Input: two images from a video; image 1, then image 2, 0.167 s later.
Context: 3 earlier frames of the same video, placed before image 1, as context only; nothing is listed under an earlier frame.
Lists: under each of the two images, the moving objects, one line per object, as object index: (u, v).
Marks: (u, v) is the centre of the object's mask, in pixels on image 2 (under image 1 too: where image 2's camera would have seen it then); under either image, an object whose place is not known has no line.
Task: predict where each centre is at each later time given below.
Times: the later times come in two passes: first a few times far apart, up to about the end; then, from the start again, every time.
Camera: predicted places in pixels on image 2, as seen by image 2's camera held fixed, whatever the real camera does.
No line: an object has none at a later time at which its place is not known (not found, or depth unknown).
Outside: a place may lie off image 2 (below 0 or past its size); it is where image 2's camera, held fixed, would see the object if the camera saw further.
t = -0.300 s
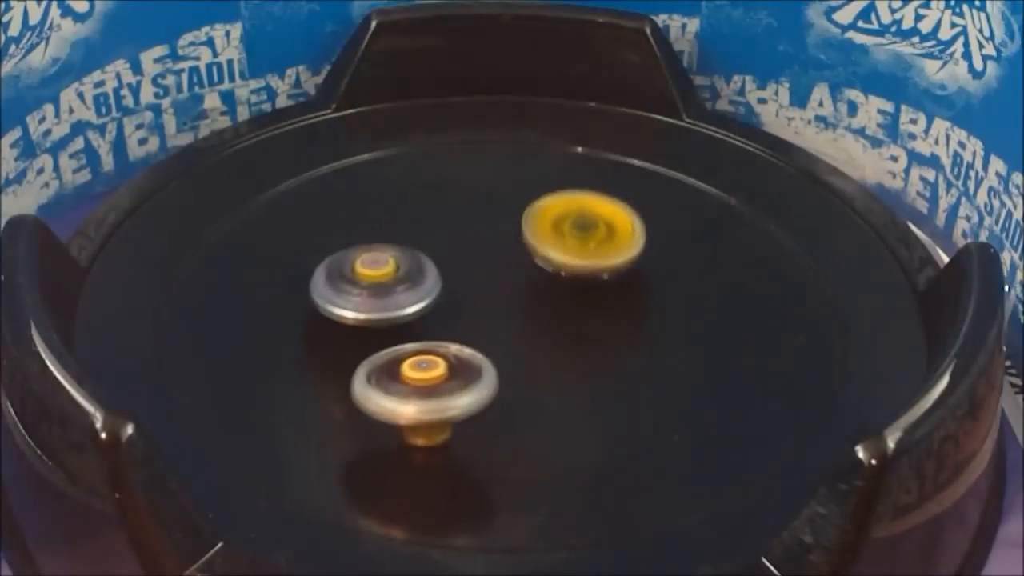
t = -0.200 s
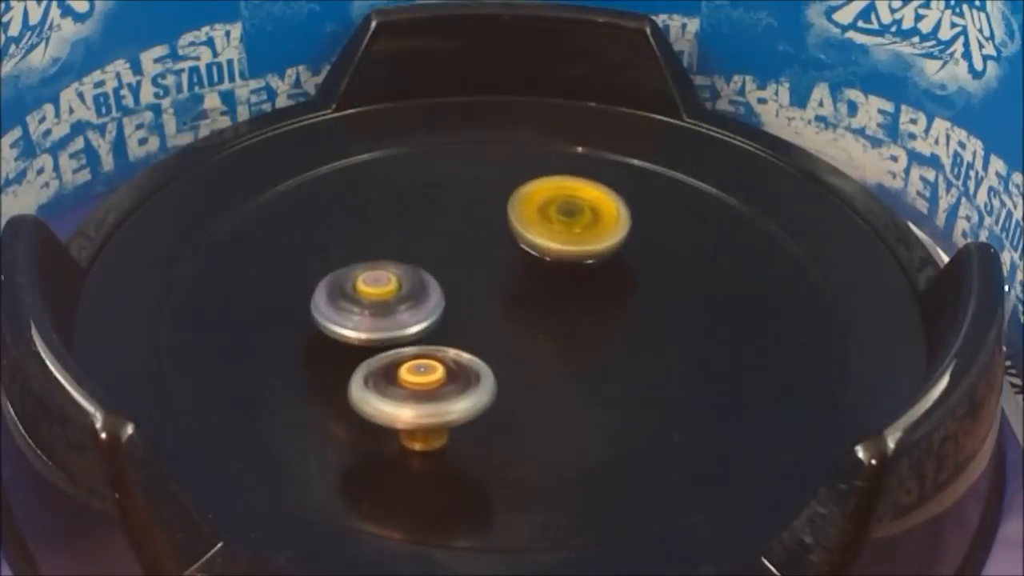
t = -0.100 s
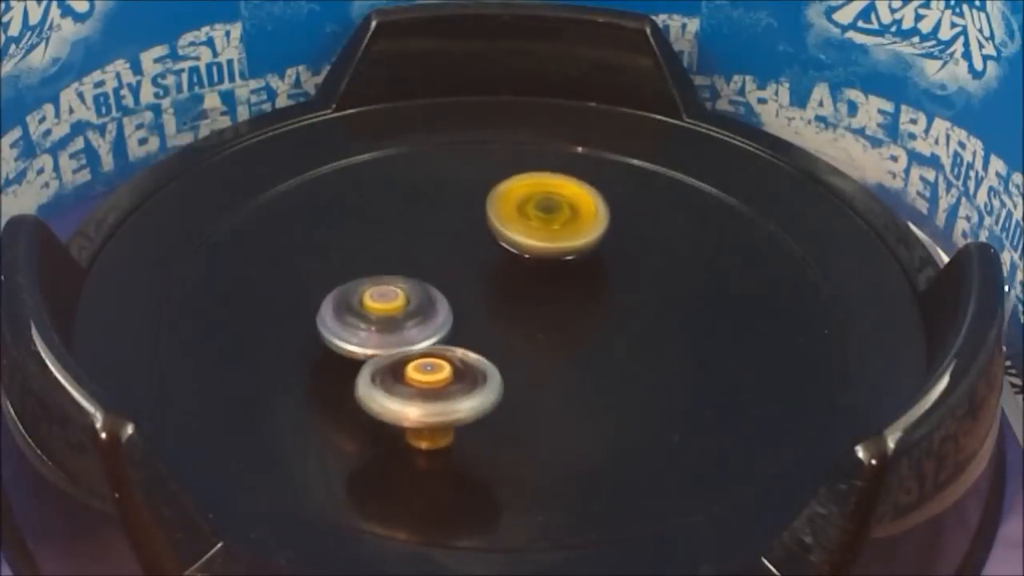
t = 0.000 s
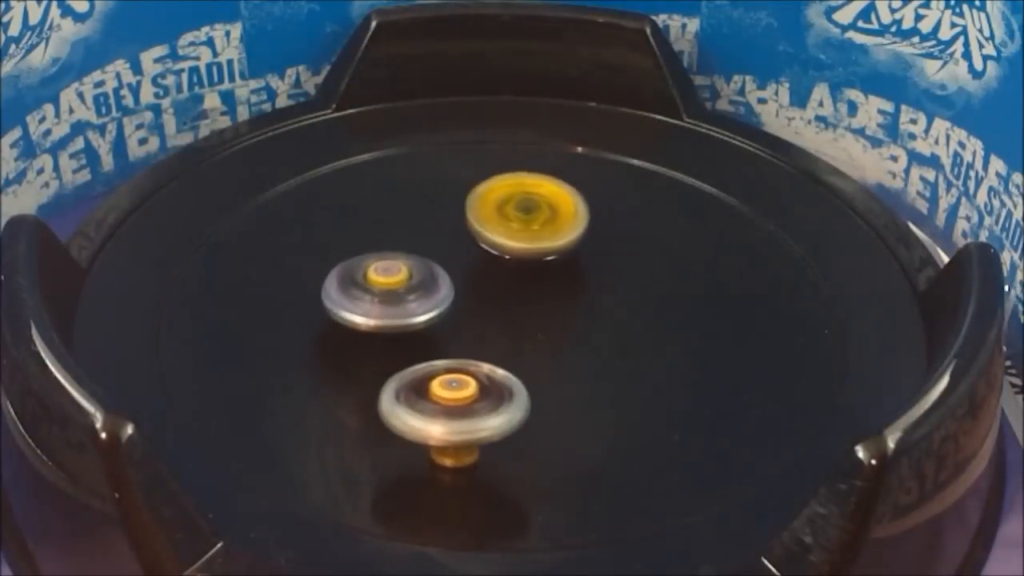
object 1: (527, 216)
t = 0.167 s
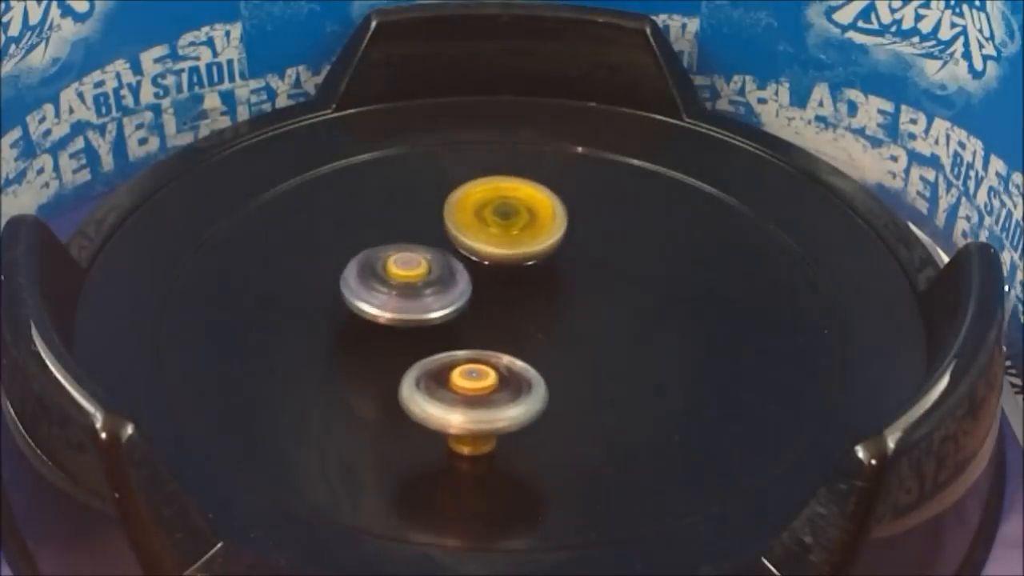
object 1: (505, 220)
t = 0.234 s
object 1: (507, 222)
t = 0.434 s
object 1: (495, 239)
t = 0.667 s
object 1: (494, 261)
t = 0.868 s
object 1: (561, 264)
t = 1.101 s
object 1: (461, 129)
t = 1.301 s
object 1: (498, 80)
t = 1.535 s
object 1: (681, 286)
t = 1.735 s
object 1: (620, 422)
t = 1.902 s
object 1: (535, 426)
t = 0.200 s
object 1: (507, 220)
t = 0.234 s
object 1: (507, 222)
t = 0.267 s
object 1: (505, 224)
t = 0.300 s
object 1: (503, 227)
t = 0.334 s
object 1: (500, 230)
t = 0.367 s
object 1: (498, 233)
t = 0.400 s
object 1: (496, 236)
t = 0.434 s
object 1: (495, 239)
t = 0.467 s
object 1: (494, 242)
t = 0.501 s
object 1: (493, 246)
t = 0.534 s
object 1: (492, 249)
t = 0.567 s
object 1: (492, 252)
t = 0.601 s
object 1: (492, 255)
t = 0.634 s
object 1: (493, 258)
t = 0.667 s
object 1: (494, 261)
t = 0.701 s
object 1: (496, 264)
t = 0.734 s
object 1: (497, 266)
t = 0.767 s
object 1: (504, 271)
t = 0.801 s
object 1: (546, 290)
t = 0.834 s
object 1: (574, 297)
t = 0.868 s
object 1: (561, 264)
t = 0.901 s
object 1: (546, 234)
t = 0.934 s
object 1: (529, 208)
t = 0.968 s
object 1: (514, 180)
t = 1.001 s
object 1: (500, 160)
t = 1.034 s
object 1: (486, 145)
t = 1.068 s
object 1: (473, 133)
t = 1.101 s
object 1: (461, 129)
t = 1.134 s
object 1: (450, 129)
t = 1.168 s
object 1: (440, 134)
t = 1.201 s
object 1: (432, 140)
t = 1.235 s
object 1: (413, 146)
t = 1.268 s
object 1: (440, 113)
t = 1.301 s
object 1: (498, 80)
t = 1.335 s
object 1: (534, 88)
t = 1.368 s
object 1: (571, 119)
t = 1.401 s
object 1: (602, 148)
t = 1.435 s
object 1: (631, 181)
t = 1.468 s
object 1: (654, 216)
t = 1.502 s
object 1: (671, 252)
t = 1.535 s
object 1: (681, 286)
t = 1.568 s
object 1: (684, 319)
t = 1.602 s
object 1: (675, 339)
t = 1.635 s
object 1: (659, 374)
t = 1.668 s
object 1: (653, 394)
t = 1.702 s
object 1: (638, 411)
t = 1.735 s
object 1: (620, 422)
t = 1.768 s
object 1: (600, 430)
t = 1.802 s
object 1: (581, 435)
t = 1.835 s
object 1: (563, 435)
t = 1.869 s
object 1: (548, 432)
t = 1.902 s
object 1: (535, 426)
